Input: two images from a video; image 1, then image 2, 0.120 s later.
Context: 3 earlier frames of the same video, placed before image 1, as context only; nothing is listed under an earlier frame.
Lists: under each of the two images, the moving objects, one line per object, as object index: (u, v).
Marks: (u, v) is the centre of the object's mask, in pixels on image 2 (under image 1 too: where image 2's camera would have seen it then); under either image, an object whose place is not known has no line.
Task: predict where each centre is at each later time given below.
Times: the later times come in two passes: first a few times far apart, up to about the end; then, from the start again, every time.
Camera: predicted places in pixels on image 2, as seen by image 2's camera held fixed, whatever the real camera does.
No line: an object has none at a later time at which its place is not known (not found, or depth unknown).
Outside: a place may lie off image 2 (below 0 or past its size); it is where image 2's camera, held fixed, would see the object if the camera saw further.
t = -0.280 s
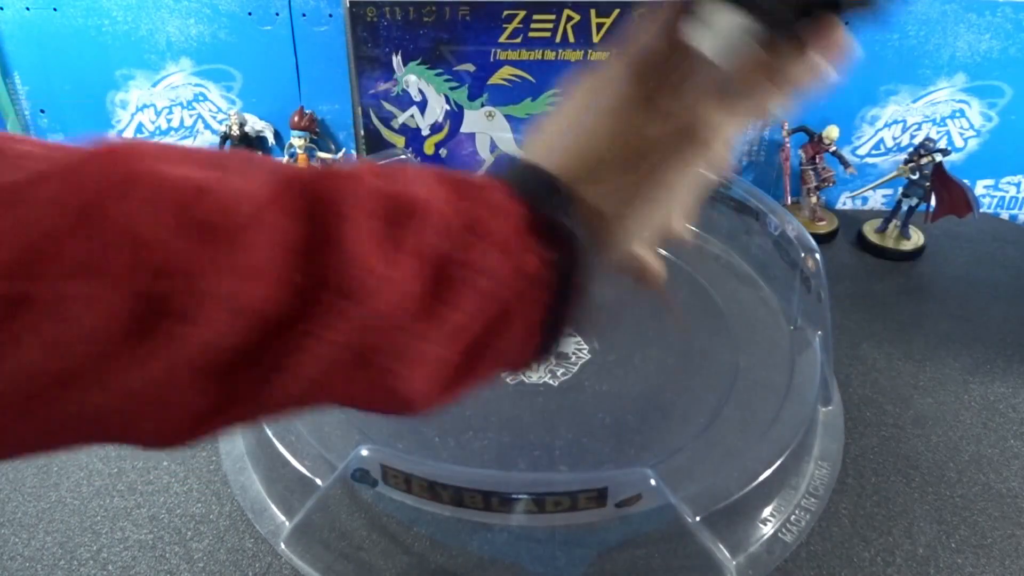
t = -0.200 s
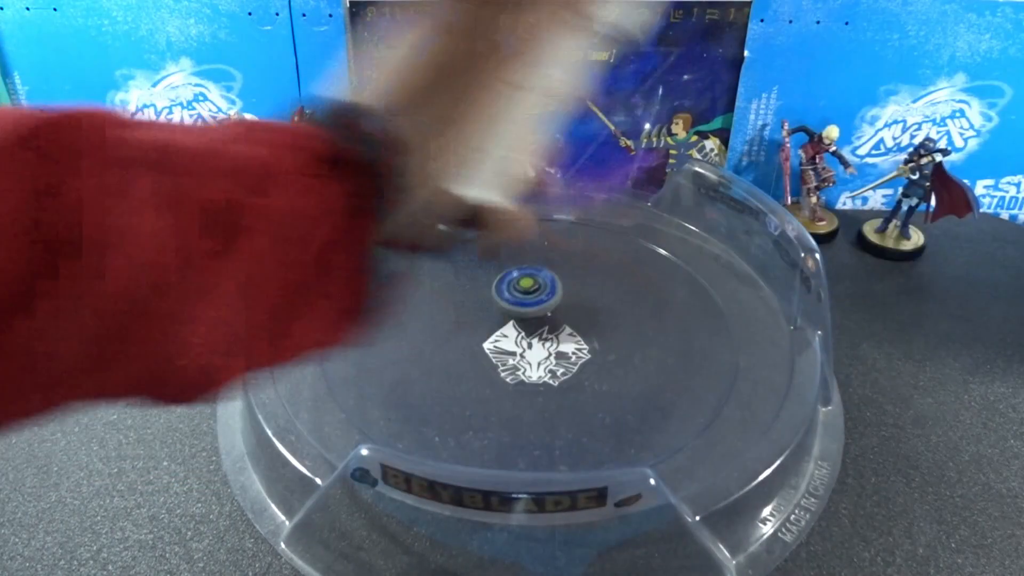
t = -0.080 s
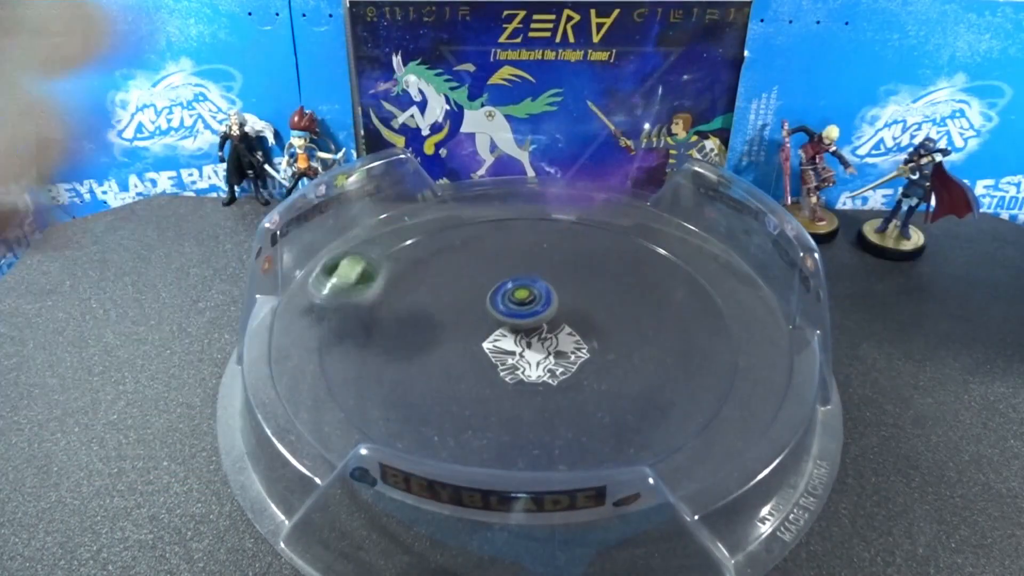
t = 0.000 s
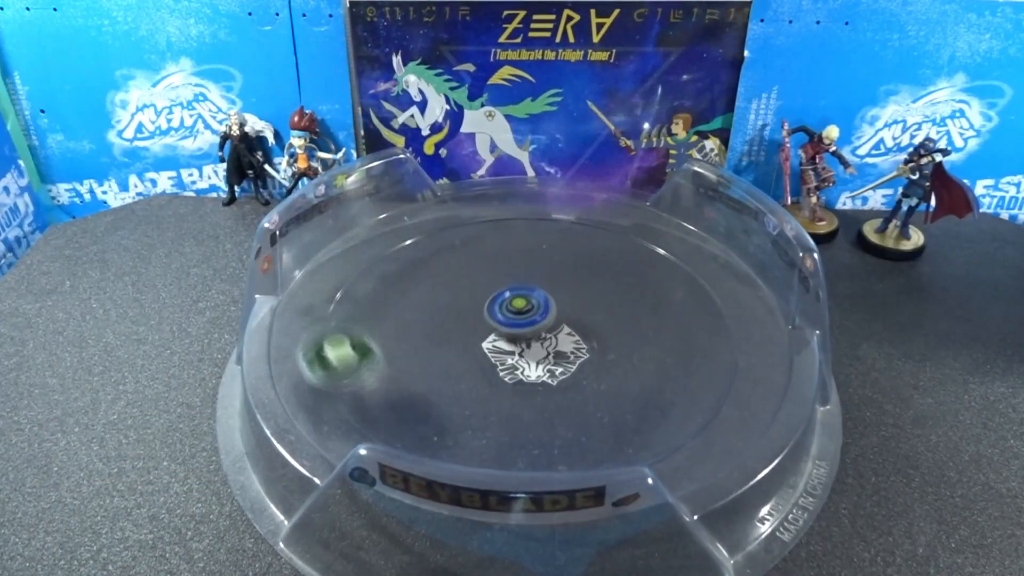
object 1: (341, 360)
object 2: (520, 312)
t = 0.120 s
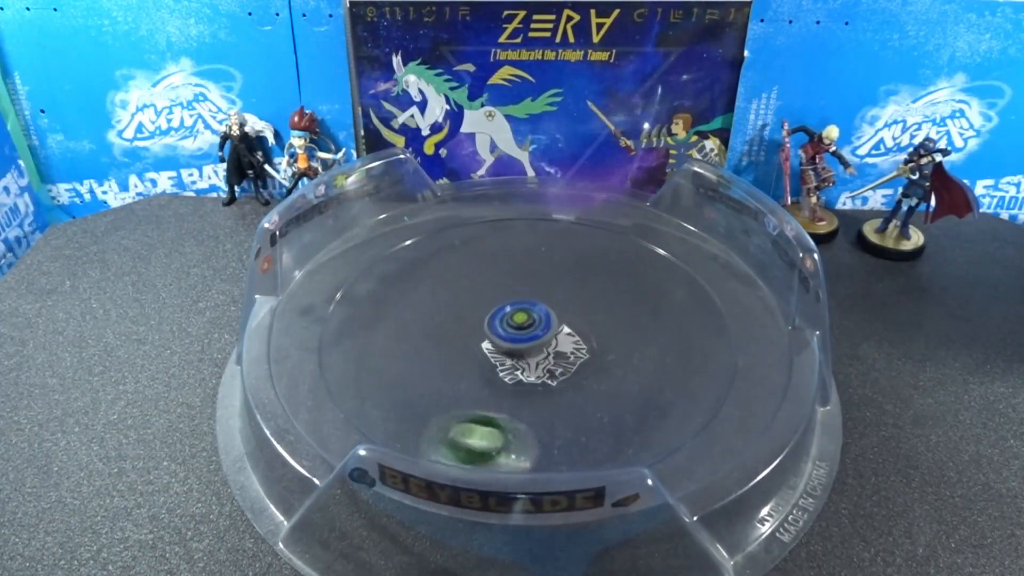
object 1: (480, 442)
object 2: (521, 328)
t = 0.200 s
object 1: (590, 443)
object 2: (525, 336)
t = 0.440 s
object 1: (695, 347)
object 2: (544, 351)
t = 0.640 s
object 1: (599, 257)
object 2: (549, 350)
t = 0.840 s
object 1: (381, 244)
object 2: (543, 347)
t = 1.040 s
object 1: (295, 386)
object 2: (529, 340)
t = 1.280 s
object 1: (544, 400)
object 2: (510, 332)
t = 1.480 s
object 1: (616, 301)
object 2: (493, 327)
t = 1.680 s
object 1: (511, 209)
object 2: (483, 322)
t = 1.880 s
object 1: (409, 250)
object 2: (487, 320)
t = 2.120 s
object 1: (426, 336)
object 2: (503, 316)
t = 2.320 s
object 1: (467, 356)
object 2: (523, 308)
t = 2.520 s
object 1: (489, 357)
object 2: (538, 301)
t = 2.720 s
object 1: (508, 355)
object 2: (549, 299)
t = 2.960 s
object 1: (487, 385)
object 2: (587, 258)
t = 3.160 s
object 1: (504, 404)
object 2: (576, 235)
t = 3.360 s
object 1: (528, 396)
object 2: (550, 241)
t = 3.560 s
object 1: (541, 385)
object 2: (523, 268)
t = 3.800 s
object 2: (502, 313)
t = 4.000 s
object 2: (480, 339)
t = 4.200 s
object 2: (469, 362)
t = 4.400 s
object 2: (470, 376)
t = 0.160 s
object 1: (539, 447)
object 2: (523, 333)
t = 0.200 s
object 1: (590, 443)
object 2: (525, 336)
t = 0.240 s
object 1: (632, 433)
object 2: (528, 340)
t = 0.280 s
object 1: (662, 419)
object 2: (532, 343)
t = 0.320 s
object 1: (682, 402)
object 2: (536, 345)
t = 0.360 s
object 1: (692, 385)
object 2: (539, 348)
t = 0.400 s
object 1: (697, 367)
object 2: (542, 350)
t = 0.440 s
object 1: (695, 347)
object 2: (544, 351)
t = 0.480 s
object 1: (688, 329)
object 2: (546, 351)
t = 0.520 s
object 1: (674, 308)
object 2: (549, 351)
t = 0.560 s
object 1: (654, 289)
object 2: (550, 350)
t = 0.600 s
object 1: (629, 272)
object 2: (550, 350)
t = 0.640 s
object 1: (599, 257)
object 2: (549, 350)
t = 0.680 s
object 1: (560, 244)
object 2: (548, 350)
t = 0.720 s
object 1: (517, 238)
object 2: (548, 349)
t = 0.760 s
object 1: (471, 236)
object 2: (546, 348)
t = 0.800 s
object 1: (424, 237)
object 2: (544, 348)
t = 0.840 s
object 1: (381, 244)
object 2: (543, 347)
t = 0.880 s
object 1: (345, 263)
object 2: (540, 346)
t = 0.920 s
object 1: (314, 288)
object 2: (538, 344)
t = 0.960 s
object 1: (293, 319)
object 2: (536, 343)
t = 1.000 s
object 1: (281, 351)
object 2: (533, 341)
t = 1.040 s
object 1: (295, 386)
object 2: (529, 340)
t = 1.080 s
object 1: (331, 416)
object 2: (525, 339)
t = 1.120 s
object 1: (372, 416)
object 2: (522, 338)
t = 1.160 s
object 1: (417, 421)
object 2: (520, 337)
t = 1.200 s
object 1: (463, 420)
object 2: (516, 336)
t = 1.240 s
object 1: (506, 412)
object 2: (513, 334)
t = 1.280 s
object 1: (544, 400)
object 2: (510, 332)
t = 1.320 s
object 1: (573, 383)
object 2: (505, 332)
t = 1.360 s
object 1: (595, 364)
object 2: (502, 331)
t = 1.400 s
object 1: (610, 344)
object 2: (500, 330)
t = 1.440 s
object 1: (617, 323)
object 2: (497, 328)
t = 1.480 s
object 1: (616, 301)
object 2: (493, 327)
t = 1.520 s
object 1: (609, 280)
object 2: (490, 326)
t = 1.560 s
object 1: (594, 257)
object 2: (488, 325)
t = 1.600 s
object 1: (570, 236)
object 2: (486, 324)
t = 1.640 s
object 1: (541, 220)
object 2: (484, 323)
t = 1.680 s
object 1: (511, 209)
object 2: (483, 322)
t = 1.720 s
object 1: (482, 210)
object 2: (483, 321)
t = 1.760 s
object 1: (455, 219)
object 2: (483, 321)
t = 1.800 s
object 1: (435, 228)
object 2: (484, 321)
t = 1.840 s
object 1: (420, 239)
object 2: (486, 320)
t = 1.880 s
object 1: (409, 250)
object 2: (487, 320)
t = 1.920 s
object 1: (403, 263)
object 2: (489, 320)
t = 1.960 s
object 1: (399, 277)
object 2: (491, 319)
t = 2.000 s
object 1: (398, 294)
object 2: (494, 319)
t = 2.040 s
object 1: (404, 310)
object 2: (497, 318)
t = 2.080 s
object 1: (414, 324)
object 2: (500, 317)
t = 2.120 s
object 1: (426, 336)
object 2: (503, 316)
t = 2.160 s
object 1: (440, 343)
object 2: (506, 316)
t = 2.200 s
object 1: (449, 349)
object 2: (511, 313)
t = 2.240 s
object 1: (456, 353)
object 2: (516, 312)
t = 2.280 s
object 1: (461, 356)
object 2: (520, 310)
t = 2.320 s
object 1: (467, 356)
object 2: (523, 308)
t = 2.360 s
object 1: (472, 357)
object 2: (526, 306)
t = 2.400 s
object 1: (476, 357)
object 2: (530, 305)
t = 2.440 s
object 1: (481, 357)
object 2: (533, 303)
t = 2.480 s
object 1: (485, 357)
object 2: (535, 302)
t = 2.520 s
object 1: (489, 357)
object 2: (538, 301)
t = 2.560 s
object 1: (493, 356)
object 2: (540, 301)
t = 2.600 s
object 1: (497, 356)
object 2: (543, 300)
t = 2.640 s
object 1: (501, 356)
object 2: (545, 299)
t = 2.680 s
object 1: (505, 355)
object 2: (547, 299)
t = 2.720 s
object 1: (508, 355)
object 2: (549, 299)
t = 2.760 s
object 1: (512, 354)
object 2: (550, 299)
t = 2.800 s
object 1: (515, 353)
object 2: (551, 299)
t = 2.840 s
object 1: (518, 353)
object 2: (551, 300)
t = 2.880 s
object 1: (518, 355)
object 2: (553, 299)
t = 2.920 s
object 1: (499, 373)
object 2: (574, 275)
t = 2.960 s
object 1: (487, 385)
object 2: (587, 258)
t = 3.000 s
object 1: (480, 393)
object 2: (592, 248)
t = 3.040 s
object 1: (480, 398)
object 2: (589, 242)
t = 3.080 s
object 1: (486, 403)
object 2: (585, 239)
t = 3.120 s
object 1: (496, 405)
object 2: (581, 236)
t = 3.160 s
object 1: (504, 404)
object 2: (576, 235)
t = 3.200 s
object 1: (510, 404)
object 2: (572, 234)
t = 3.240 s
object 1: (516, 401)
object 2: (567, 234)
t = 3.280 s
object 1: (521, 399)
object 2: (561, 236)
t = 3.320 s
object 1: (525, 397)
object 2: (556, 238)
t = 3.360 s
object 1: (528, 396)
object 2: (550, 241)
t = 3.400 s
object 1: (531, 393)
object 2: (544, 245)
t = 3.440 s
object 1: (534, 391)
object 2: (538, 250)
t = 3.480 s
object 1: (537, 389)
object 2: (533, 256)
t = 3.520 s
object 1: (540, 386)
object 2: (528, 262)
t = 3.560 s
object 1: (541, 385)
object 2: (523, 268)
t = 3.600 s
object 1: (543, 382)
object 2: (519, 276)
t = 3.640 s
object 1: (545, 380)
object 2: (515, 283)
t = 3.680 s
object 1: (546, 377)
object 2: (511, 290)
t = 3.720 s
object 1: (547, 374)
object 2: (508, 298)
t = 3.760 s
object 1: (548, 371)
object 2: (505, 306)
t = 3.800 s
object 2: (502, 313)
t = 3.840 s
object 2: (500, 320)
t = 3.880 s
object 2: (495, 324)
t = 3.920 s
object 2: (491, 330)
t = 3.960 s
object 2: (485, 334)
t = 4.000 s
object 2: (480, 339)
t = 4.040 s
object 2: (477, 345)
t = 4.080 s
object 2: (474, 350)
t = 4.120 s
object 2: (473, 354)
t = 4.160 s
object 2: (470, 358)
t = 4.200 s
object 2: (469, 362)
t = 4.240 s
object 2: (468, 366)
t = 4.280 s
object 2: (468, 369)
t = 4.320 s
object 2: (468, 372)
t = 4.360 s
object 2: (469, 374)
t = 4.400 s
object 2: (470, 376)
